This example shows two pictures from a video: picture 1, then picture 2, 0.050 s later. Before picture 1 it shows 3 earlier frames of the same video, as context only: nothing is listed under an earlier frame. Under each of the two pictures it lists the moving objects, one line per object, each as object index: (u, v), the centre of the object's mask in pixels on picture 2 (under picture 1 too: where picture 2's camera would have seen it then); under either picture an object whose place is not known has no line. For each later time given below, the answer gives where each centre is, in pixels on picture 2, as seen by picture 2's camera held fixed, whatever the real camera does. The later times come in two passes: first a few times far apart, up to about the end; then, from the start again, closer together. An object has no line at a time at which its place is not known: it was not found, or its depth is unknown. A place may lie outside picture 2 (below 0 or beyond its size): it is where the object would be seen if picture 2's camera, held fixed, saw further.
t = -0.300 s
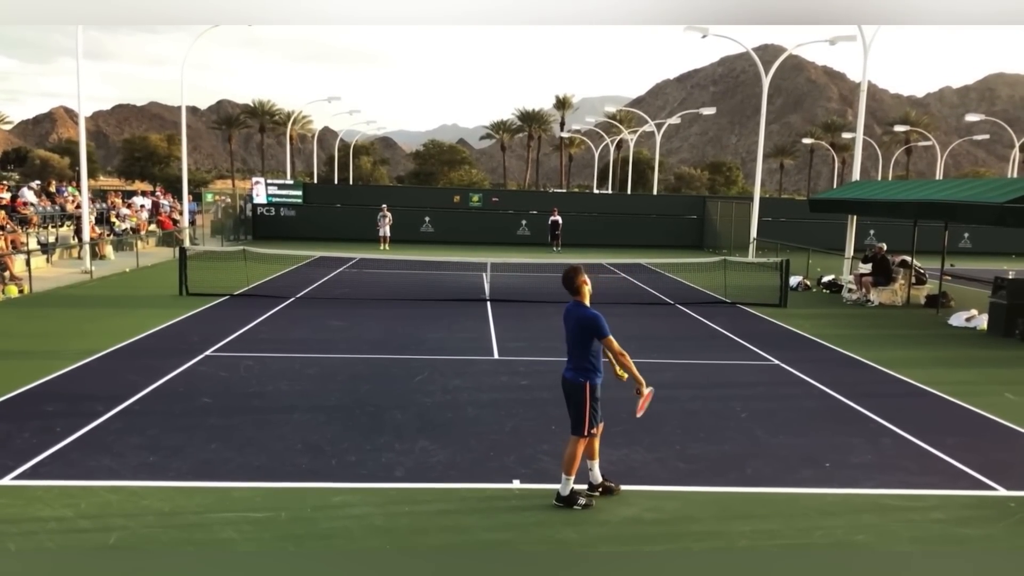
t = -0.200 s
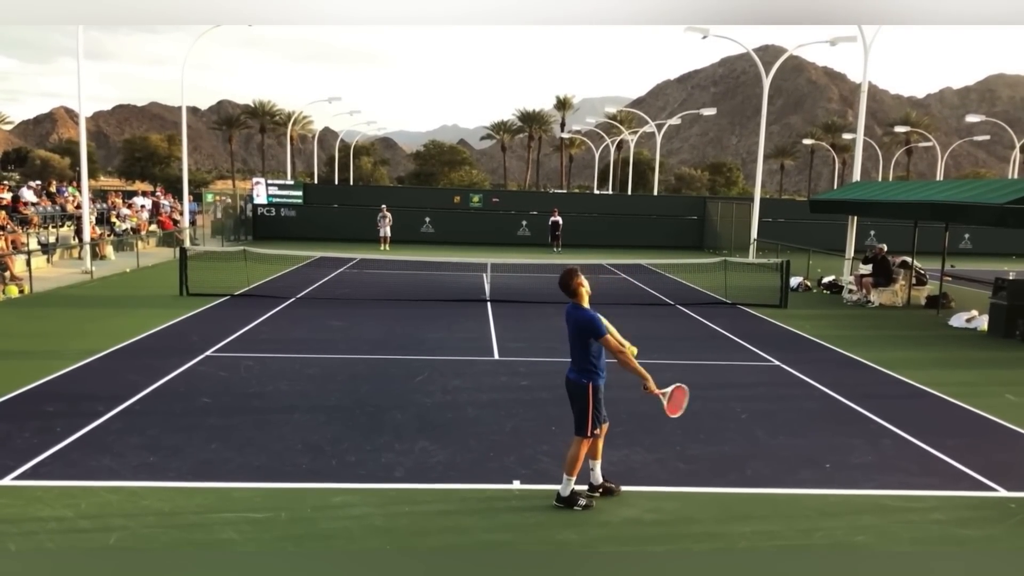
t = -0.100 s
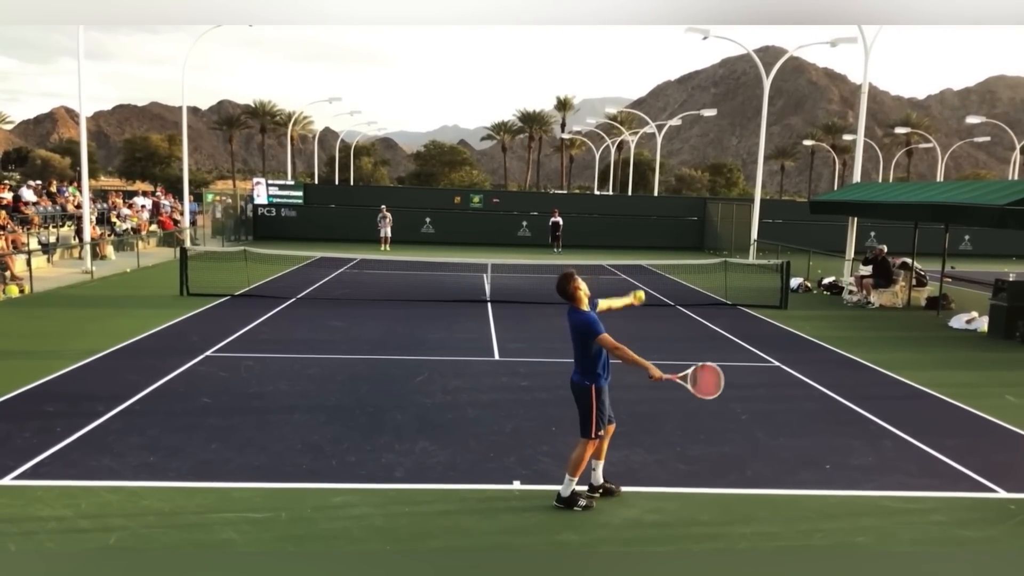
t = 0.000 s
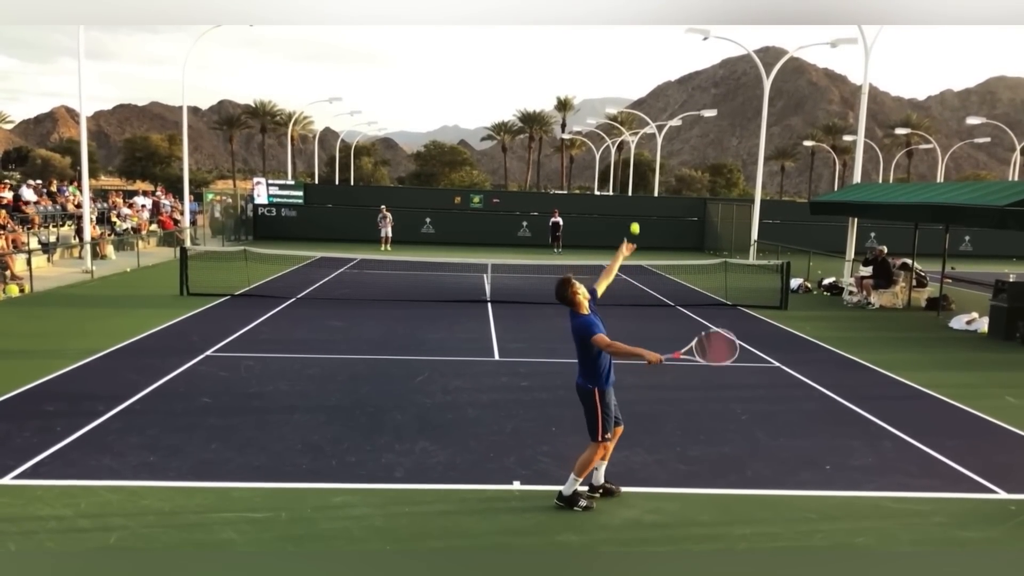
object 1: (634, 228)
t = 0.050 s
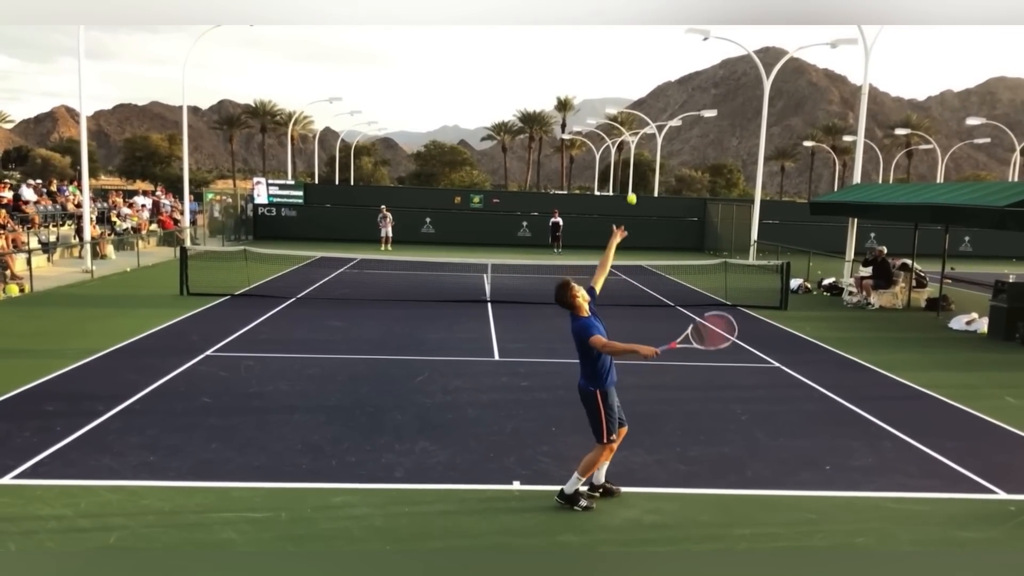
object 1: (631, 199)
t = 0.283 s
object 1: (615, 98)
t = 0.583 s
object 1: (589, 68)
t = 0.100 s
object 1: (628, 171)
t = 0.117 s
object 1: (626, 163)
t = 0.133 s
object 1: (626, 155)
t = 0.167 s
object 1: (624, 141)
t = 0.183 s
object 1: (622, 133)
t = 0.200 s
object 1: (621, 126)
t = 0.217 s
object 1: (620, 120)
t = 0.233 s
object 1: (619, 115)
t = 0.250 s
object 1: (618, 108)
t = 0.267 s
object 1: (617, 103)
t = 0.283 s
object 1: (615, 98)
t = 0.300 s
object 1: (613, 94)
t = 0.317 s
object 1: (612, 89)
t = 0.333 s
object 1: (610, 85)
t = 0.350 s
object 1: (609, 82)
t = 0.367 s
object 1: (608, 78)
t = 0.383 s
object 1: (606, 76)
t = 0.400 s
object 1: (605, 73)
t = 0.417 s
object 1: (604, 70)
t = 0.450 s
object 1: (601, 67)
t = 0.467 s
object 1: (599, 66)
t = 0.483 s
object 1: (598, 65)
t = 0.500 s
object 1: (596, 65)
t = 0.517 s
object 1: (595, 65)
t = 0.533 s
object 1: (593, 65)
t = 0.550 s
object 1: (592, 66)
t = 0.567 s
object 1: (590, 67)
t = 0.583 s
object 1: (589, 68)
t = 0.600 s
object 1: (587, 70)
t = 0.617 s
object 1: (585, 72)
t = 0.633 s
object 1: (584, 74)
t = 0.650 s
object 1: (582, 77)
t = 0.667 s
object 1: (580, 81)
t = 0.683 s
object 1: (578, 84)
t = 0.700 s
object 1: (577, 88)
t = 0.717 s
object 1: (575, 93)
